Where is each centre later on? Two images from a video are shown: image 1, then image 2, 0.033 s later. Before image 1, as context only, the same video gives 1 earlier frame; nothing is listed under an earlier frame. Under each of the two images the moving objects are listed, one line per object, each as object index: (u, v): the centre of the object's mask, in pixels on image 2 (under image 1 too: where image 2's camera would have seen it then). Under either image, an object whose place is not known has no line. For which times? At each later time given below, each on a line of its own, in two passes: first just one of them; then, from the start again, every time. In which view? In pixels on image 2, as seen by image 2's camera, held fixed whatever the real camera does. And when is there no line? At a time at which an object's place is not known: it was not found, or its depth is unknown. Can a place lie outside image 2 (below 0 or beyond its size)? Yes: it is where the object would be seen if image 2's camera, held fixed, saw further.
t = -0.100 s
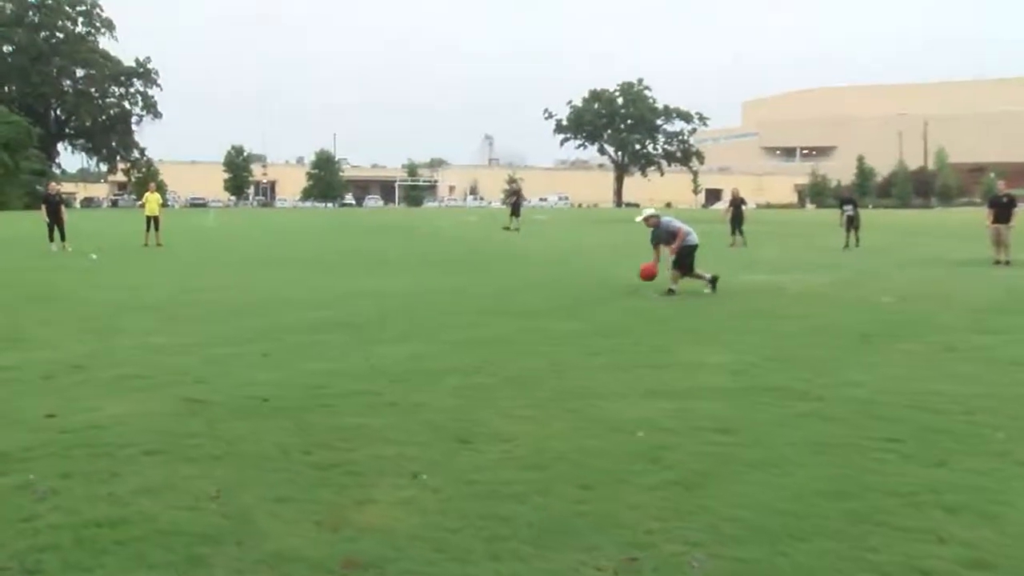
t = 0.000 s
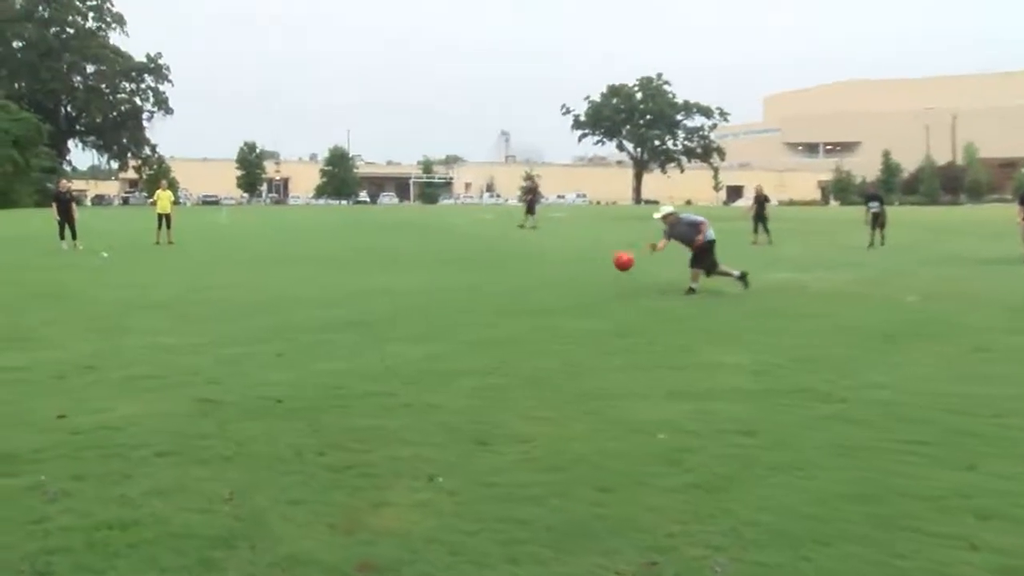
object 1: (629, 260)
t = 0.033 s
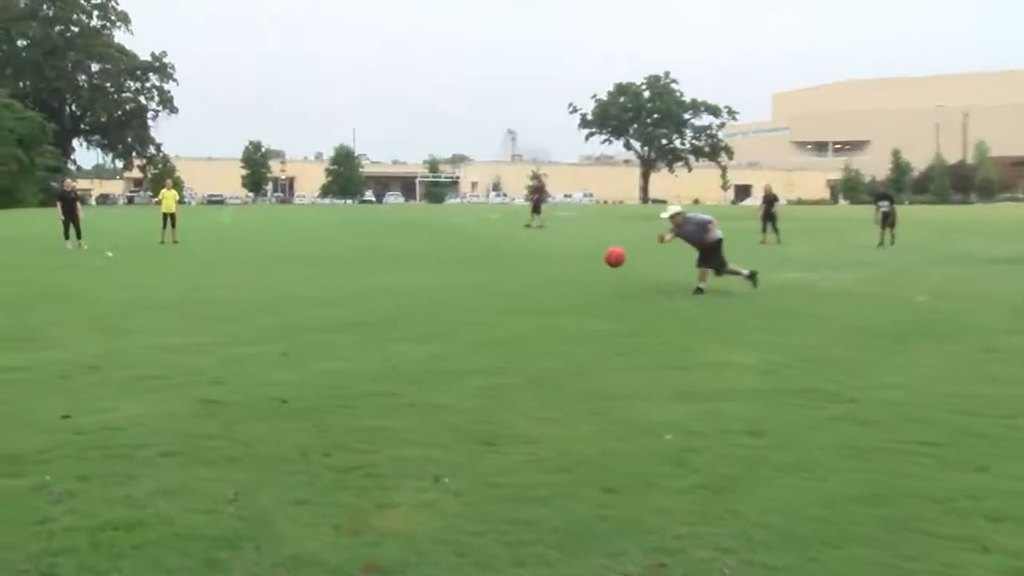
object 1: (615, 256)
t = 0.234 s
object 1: (512, 259)
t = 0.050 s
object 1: (607, 256)
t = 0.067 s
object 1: (598, 254)
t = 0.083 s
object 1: (591, 253)
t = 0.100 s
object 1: (583, 253)
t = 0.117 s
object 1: (575, 253)
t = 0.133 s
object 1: (566, 252)
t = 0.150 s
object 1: (558, 253)
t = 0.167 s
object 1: (549, 254)
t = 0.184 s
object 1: (541, 255)
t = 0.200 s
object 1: (531, 256)
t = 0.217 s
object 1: (522, 257)
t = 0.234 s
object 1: (512, 259)
